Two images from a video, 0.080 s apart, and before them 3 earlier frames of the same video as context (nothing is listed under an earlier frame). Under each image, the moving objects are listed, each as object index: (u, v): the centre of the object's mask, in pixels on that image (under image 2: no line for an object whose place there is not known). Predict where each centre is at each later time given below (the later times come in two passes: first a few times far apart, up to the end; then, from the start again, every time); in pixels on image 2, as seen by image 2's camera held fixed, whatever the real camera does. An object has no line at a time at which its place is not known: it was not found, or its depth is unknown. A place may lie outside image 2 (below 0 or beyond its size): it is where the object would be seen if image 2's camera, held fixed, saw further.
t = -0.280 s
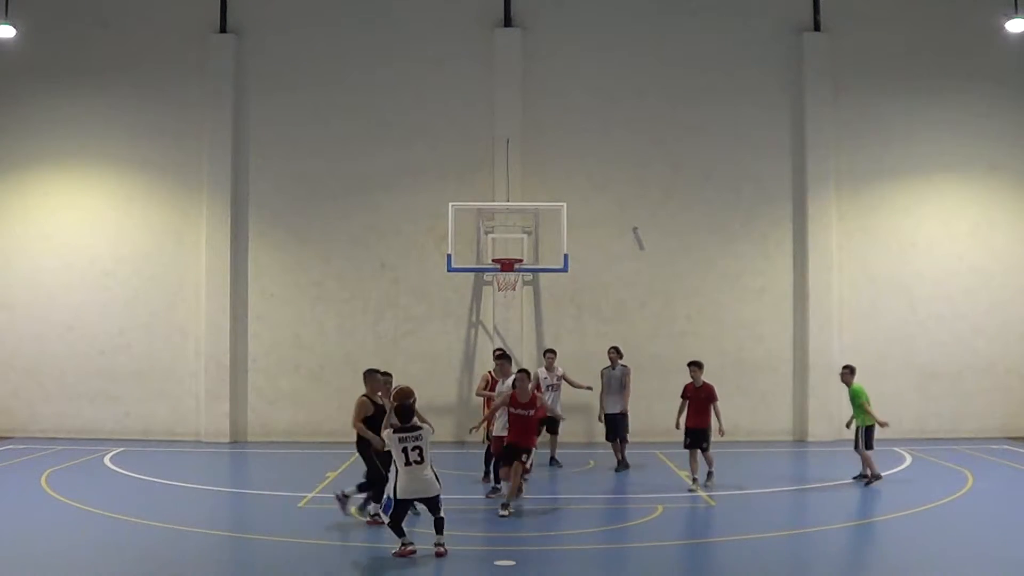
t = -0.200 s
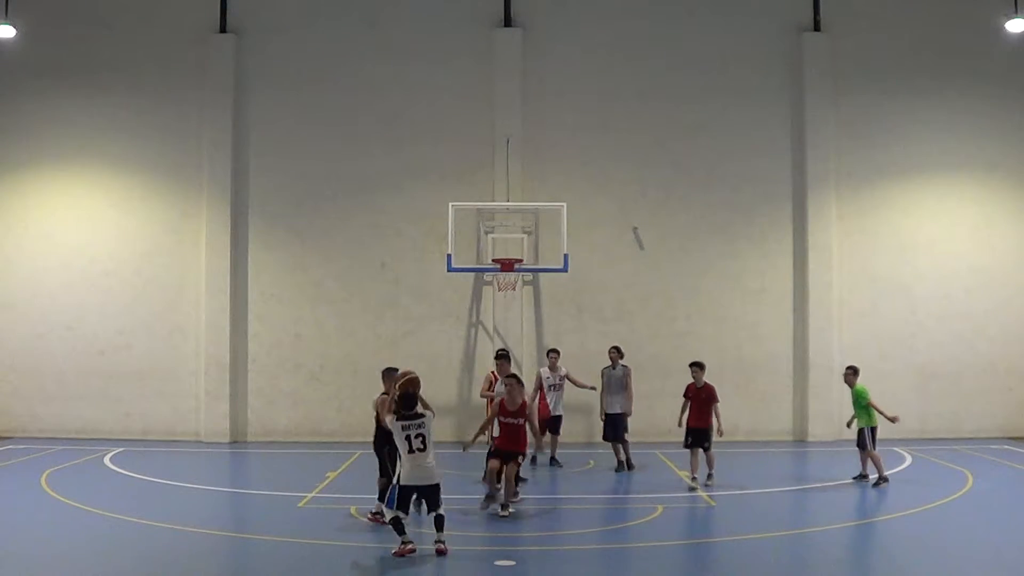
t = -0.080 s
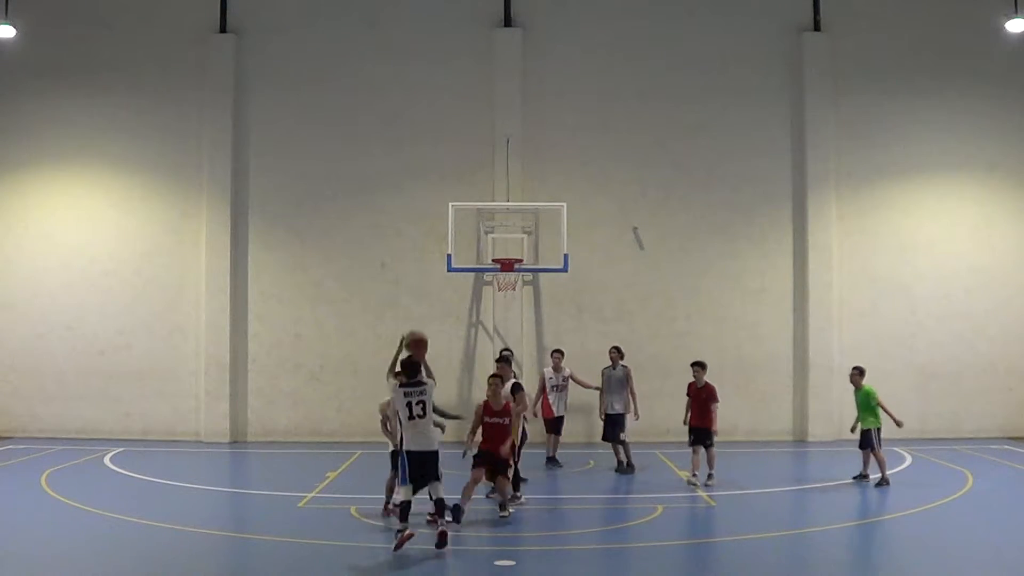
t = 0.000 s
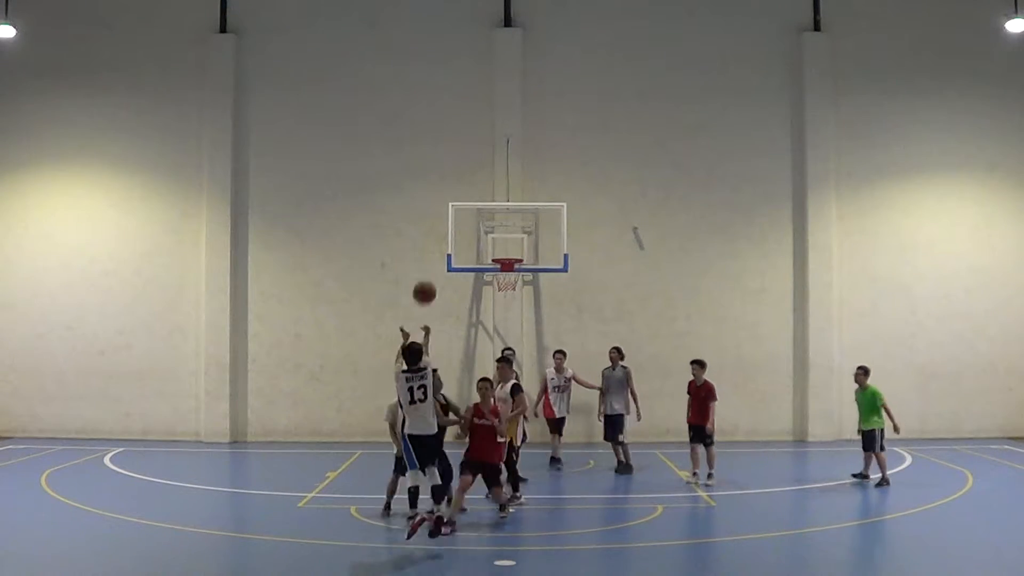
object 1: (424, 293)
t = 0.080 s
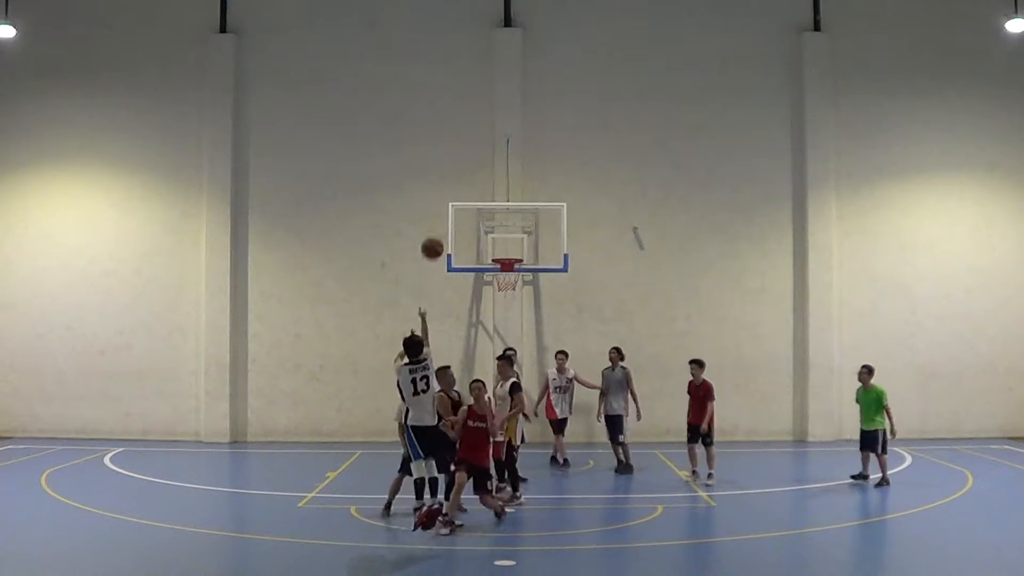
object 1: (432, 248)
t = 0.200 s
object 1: (443, 199)
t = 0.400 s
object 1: (459, 152)
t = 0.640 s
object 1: (476, 145)
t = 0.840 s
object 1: (489, 170)
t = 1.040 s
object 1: (500, 219)
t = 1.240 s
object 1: (510, 279)
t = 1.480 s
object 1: (518, 282)
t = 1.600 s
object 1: (522, 296)
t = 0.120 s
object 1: (436, 230)
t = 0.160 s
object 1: (440, 213)
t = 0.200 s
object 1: (443, 199)
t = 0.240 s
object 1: (446, 186)
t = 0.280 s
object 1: (449, 175)
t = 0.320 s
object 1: (453, 165)
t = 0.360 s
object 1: (456, 158)
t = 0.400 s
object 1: (459, 152)
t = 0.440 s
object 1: (462, 147)
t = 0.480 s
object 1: (465, 145)
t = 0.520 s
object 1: (468, 142)
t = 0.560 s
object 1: (471, 142)
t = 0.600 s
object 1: (473, 144)
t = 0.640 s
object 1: (476, 145)
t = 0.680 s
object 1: (479, 148)
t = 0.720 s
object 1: (482, 151)
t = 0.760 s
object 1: (484, 156)
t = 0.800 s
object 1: (486, 162)
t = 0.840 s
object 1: (489, 170)
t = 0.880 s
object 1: (492, 178)
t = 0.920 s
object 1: (494, 187)
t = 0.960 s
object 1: (496, 197)
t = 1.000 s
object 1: (498, 207)
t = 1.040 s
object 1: (500, 219)
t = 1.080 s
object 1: (502, 231)
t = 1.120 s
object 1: (504, 244)
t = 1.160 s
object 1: (506, 254)
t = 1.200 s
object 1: (507, 272)
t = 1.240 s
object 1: (510, 279)
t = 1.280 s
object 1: (512, 278)
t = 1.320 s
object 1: (514, 278)
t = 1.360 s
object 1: (515, 278)
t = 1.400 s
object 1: (516, 279)
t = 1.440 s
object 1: (517, 280)
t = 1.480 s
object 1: (518, 282)
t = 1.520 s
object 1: (520, 286)
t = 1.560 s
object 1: (521, 292)
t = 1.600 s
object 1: (522, 296)
